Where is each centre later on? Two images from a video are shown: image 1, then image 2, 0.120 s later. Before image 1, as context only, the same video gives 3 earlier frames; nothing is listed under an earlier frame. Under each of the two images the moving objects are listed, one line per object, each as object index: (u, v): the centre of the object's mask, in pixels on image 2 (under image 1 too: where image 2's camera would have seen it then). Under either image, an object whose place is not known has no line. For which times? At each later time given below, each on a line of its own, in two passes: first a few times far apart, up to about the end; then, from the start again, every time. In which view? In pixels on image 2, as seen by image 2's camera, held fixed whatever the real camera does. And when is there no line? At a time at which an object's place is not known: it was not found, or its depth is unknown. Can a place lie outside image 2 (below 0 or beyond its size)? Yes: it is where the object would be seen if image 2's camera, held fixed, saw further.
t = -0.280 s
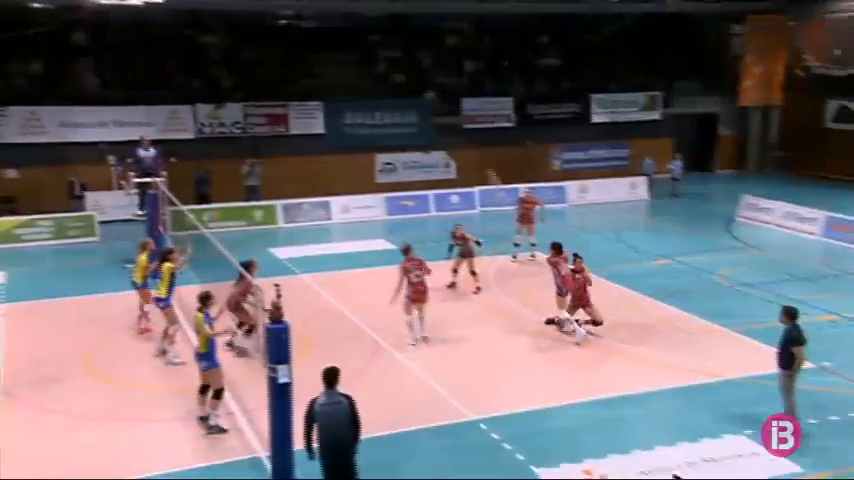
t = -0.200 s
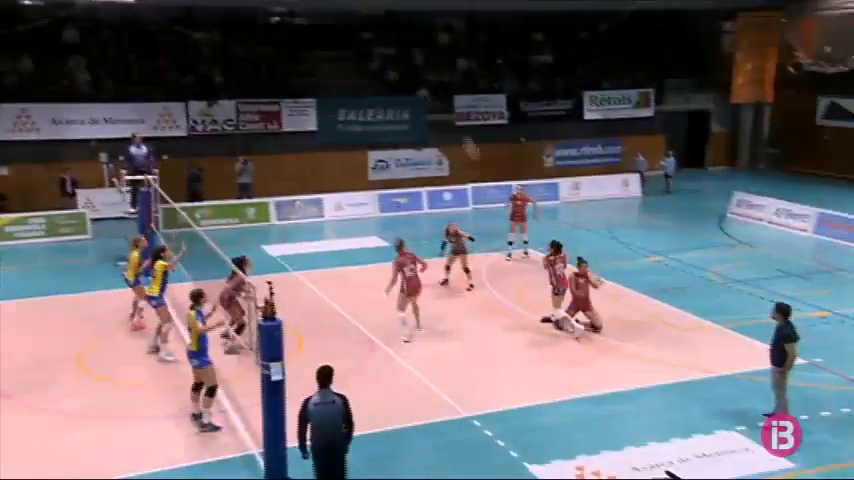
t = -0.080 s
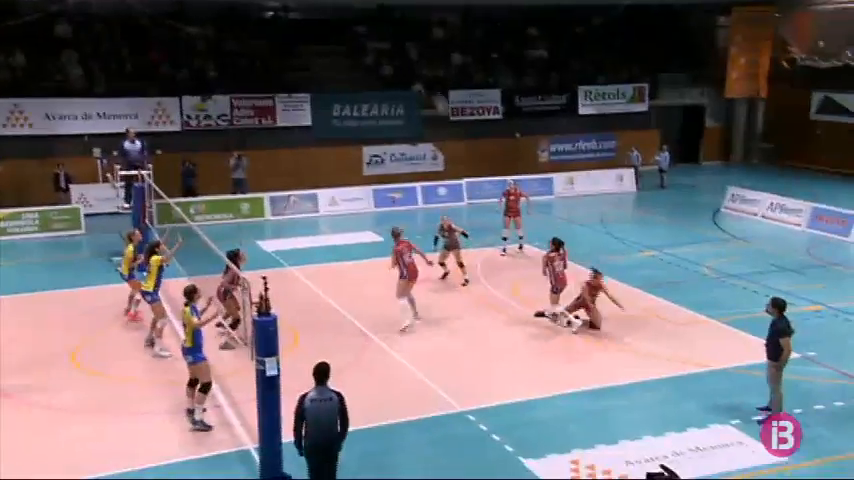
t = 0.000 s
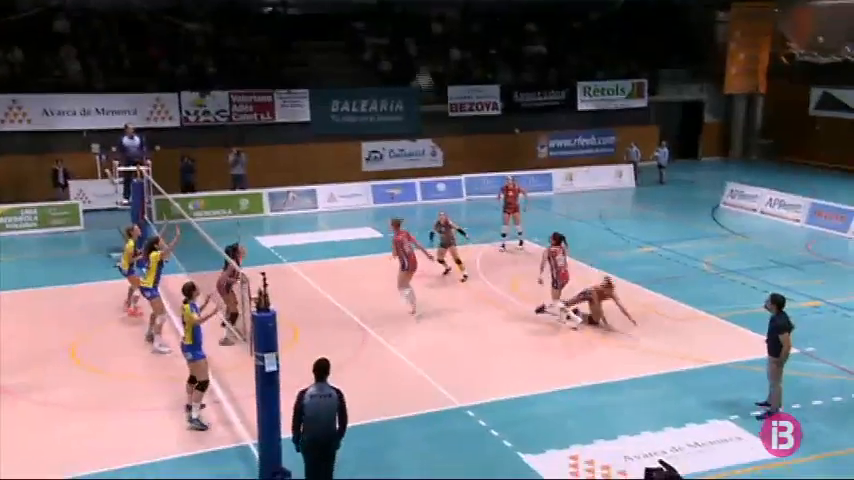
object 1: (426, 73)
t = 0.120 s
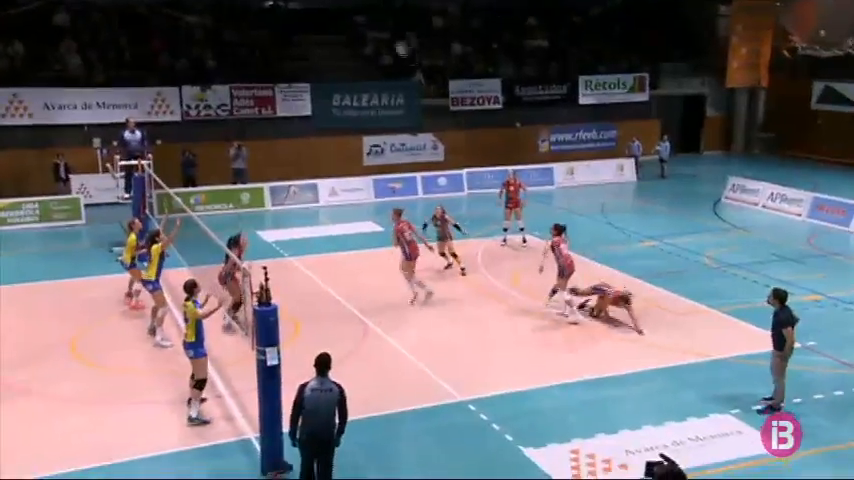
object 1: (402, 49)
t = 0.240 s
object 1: (379, 32)
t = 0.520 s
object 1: (325, 26)
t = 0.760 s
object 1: (279, 57)
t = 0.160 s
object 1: (394, 43)
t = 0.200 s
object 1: (386, 37)
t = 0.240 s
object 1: (379, 32)
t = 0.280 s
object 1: (371, 28)
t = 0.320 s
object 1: (363, 24)
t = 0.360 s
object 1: (355, 23)
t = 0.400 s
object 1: (348, 23)
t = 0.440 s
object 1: (340, 23)
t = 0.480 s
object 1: (333, 24)
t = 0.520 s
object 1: (325, 26)
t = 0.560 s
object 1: (317, 28)
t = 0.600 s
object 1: (309, 32)
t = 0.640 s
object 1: (301, 37)
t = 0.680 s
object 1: (294, 43)
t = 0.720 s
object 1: (286, 50)
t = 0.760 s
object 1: (279, 57)
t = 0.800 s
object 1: (272, 65)
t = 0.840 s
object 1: (265, 74)
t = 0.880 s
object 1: (258, 82)
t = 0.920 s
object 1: (252, 92)
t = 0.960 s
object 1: (245, 103)
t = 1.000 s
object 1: (239, 117)
